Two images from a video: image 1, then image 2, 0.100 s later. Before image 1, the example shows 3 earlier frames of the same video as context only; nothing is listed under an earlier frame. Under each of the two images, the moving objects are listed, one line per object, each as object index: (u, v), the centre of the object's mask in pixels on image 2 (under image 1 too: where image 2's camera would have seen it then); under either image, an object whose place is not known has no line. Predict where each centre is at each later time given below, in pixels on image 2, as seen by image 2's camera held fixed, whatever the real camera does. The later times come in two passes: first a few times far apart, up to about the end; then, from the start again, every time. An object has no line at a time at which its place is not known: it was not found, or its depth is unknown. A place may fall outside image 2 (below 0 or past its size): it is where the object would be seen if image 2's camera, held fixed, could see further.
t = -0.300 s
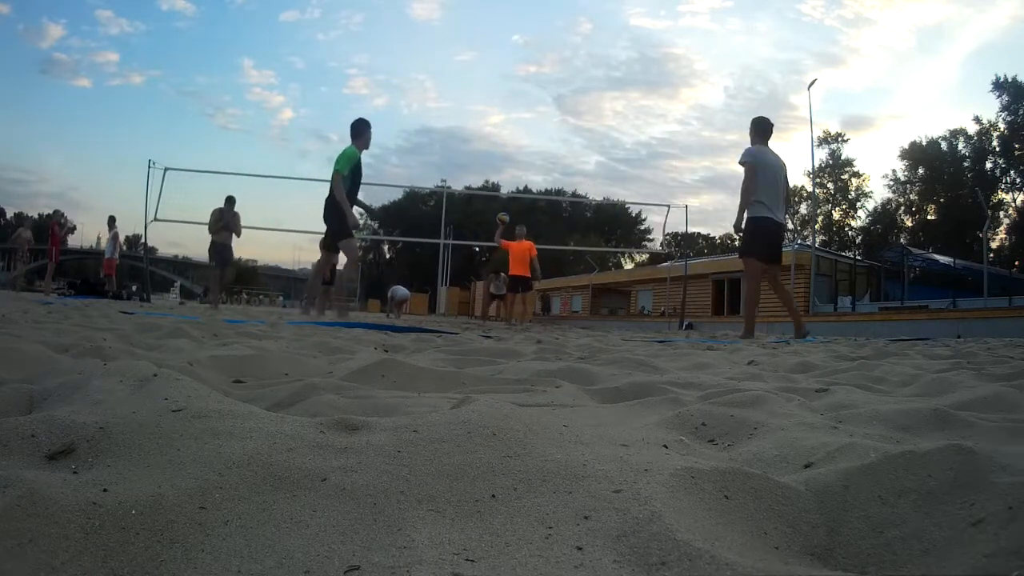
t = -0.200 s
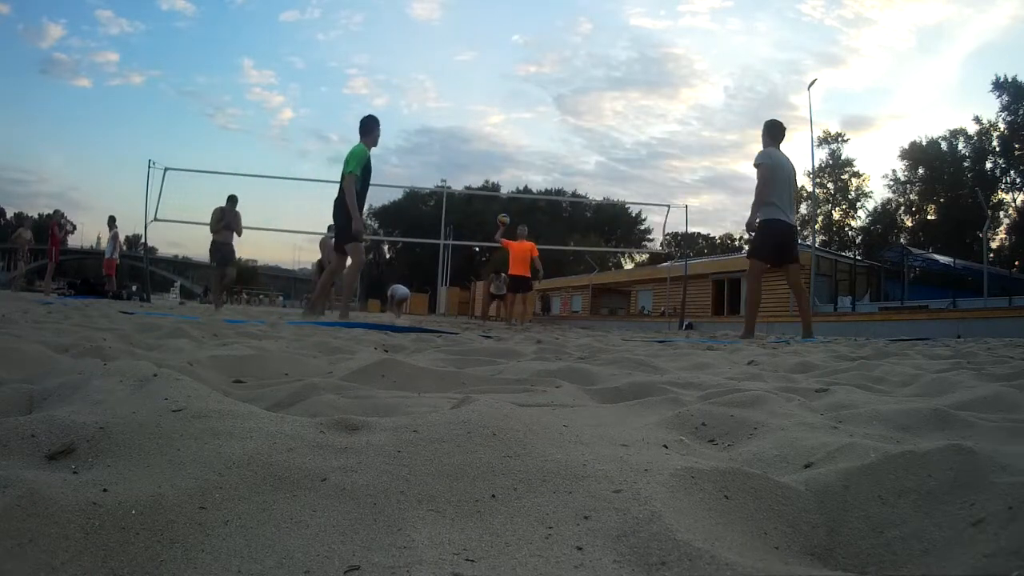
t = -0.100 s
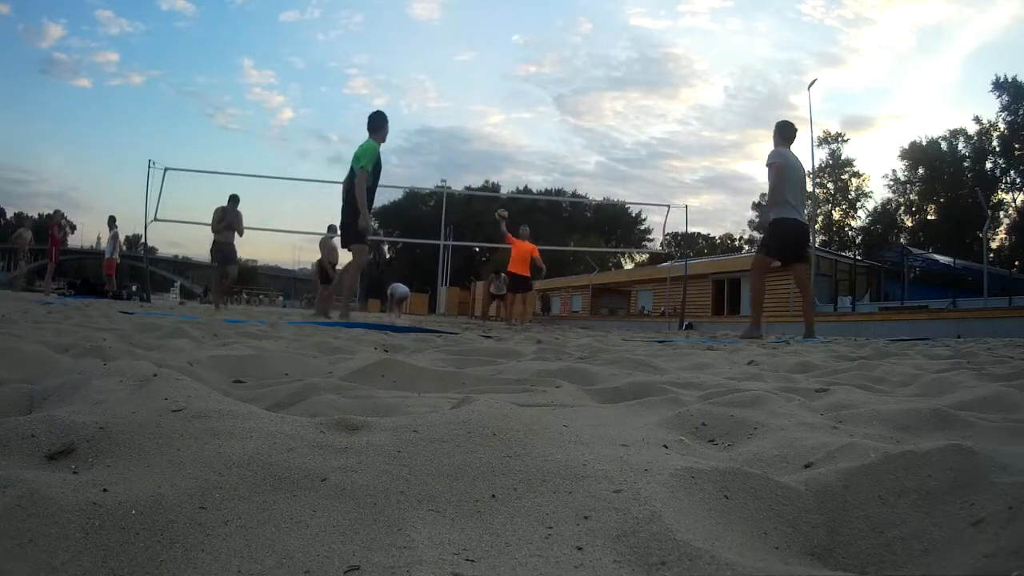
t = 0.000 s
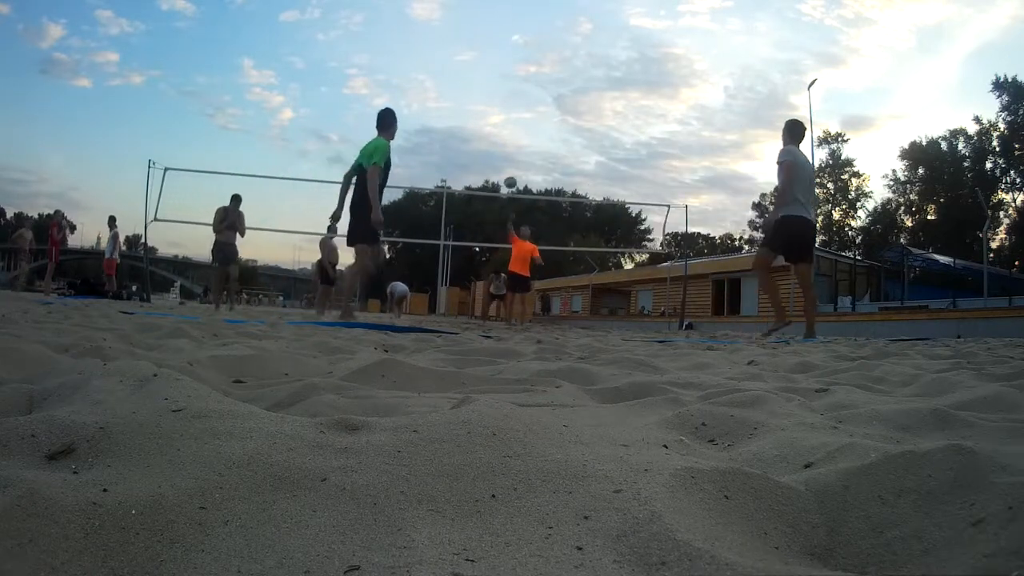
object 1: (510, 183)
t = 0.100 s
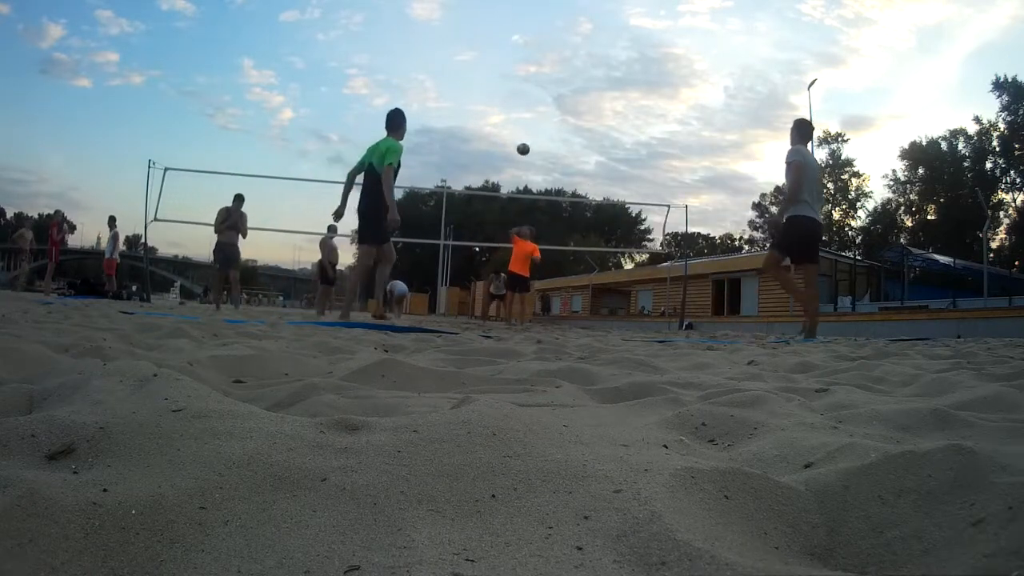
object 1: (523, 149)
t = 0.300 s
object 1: (552, 92)
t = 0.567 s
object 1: (601, 44)
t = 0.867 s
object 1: (677, 44)
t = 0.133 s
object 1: (527, 138)
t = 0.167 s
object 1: (532, 128)
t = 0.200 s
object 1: (537, 119)
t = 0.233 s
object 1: (542, 109)
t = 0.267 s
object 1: (547, 101)
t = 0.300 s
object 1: (552, 92)
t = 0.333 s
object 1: (557, 85)
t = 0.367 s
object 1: (563, 77)
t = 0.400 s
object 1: (569, 70)
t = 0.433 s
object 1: (575, 64)
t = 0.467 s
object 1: (581, 58)
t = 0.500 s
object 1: (587, 53)
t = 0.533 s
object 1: (594, 48)
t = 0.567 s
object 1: (601, 44)
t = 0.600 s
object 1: (607, 41)
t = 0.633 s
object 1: (615, 38)
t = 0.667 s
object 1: (622, 36)
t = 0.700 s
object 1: (630, 35)
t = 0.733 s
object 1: (638, 35)
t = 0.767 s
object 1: (647, 36)
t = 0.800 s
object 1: (656, 38)
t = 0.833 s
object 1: (666, 40)
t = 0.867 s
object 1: (677, 44)
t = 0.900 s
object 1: (688, 49)
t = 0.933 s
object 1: (699, 55)
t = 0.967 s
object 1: (711, 63)
